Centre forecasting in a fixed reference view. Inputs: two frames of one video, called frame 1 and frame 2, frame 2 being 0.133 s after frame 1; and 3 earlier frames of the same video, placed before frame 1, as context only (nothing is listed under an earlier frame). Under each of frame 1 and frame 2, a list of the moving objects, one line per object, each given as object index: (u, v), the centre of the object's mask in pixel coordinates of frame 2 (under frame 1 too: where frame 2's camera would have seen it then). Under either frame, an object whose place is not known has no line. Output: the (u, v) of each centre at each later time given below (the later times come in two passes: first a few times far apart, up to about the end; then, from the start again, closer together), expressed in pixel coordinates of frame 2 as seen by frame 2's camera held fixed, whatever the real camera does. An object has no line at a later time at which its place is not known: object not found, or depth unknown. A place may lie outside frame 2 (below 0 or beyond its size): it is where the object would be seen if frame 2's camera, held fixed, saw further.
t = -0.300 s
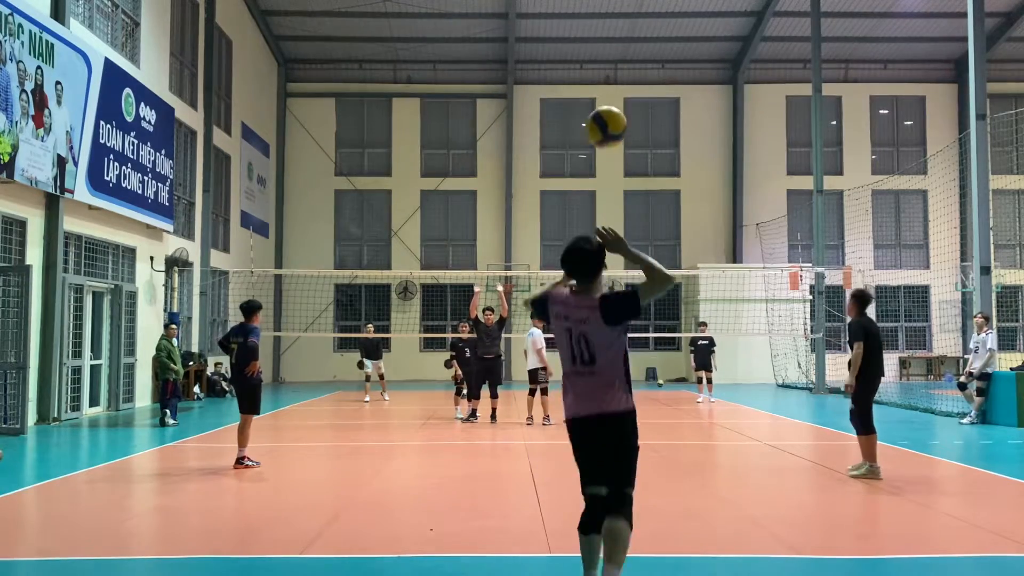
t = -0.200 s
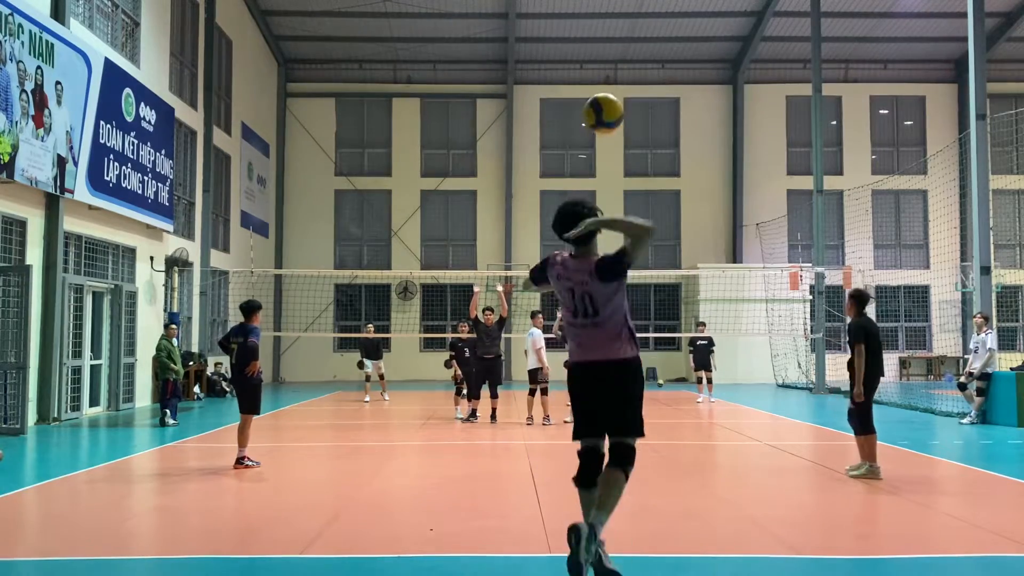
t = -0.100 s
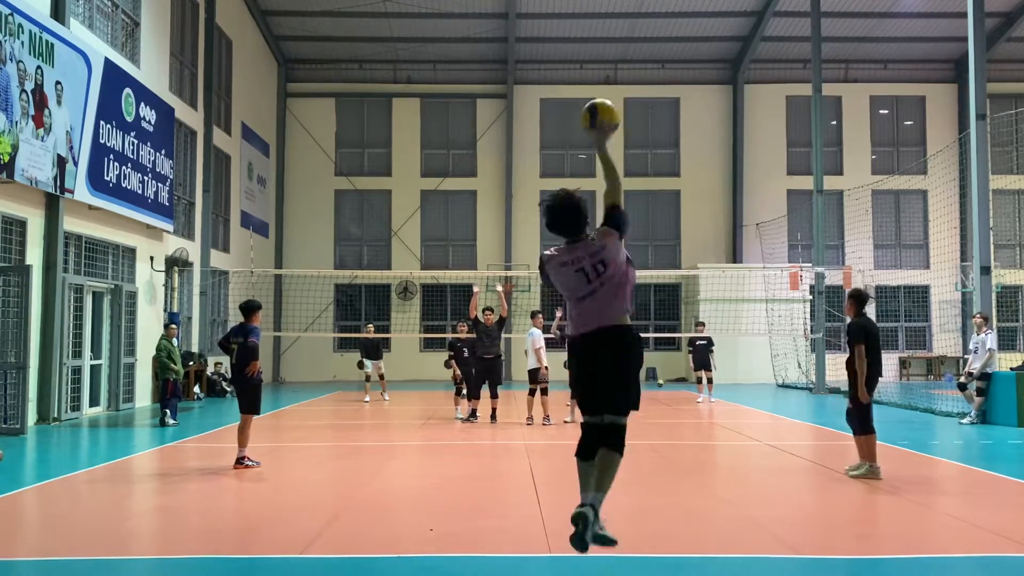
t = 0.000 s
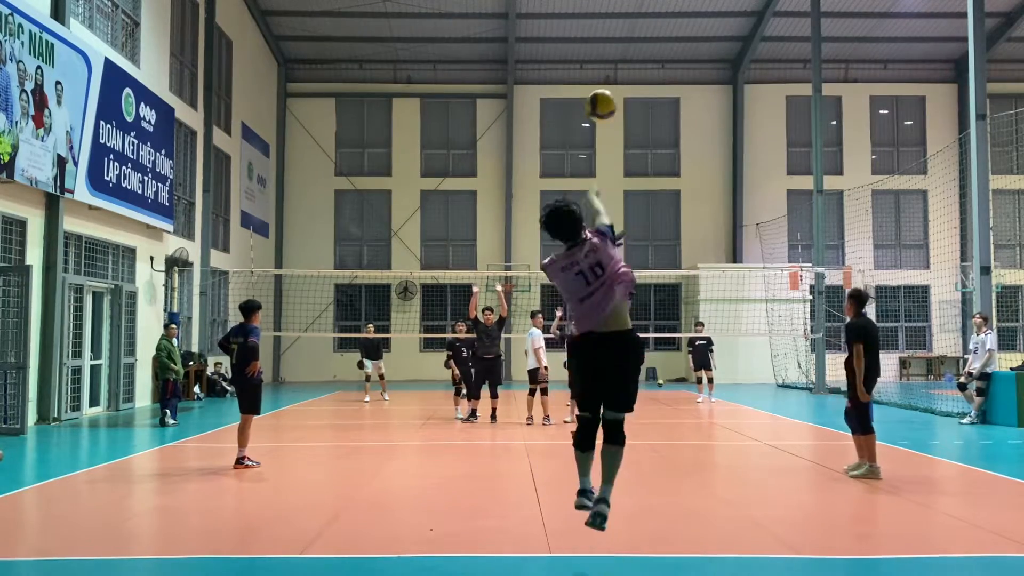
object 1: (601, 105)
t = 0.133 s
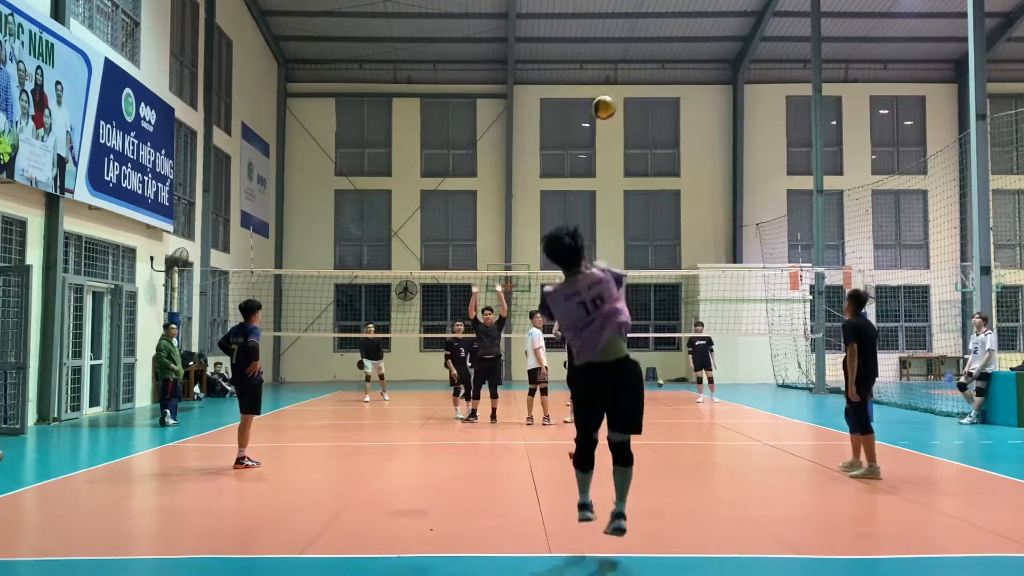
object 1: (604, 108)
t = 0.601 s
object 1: (616, 184)
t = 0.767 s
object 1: (624, 220)
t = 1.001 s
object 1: (635, 279)
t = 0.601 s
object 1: (616, 184)
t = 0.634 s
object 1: (618, 191)
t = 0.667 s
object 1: (620, 198)
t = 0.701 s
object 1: (621, 205)
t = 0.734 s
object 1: (623, 213)
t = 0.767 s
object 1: (624, 220)
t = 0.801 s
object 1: (626, 228)
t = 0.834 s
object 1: (628, 236)
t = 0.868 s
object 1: (629, 244)
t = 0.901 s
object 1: (631, 252)
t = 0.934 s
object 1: (632, 260)
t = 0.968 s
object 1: (634, 267)
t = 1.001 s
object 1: (635, 279)
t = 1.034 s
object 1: (636, 287)
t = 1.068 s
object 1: (637, 295)
